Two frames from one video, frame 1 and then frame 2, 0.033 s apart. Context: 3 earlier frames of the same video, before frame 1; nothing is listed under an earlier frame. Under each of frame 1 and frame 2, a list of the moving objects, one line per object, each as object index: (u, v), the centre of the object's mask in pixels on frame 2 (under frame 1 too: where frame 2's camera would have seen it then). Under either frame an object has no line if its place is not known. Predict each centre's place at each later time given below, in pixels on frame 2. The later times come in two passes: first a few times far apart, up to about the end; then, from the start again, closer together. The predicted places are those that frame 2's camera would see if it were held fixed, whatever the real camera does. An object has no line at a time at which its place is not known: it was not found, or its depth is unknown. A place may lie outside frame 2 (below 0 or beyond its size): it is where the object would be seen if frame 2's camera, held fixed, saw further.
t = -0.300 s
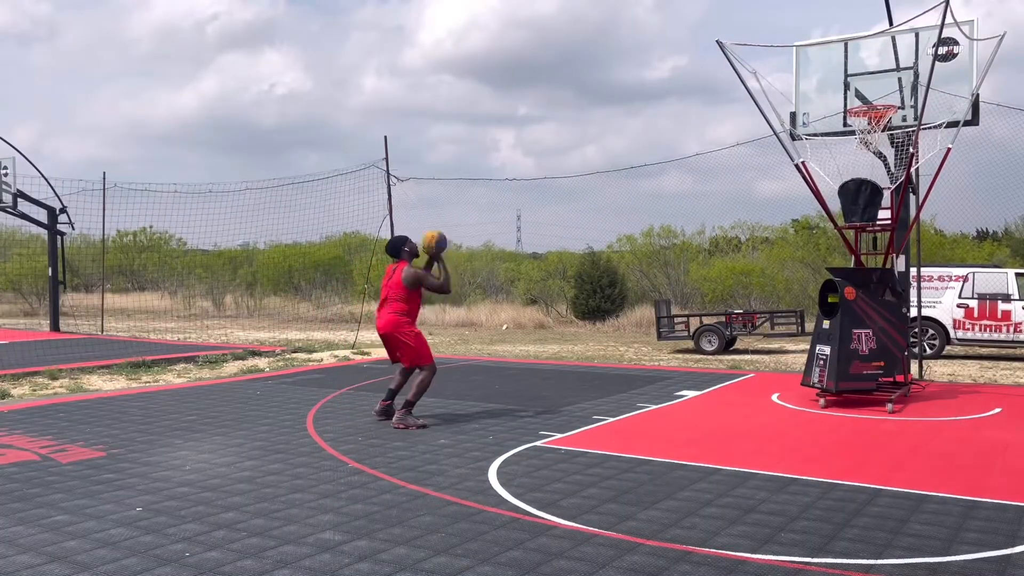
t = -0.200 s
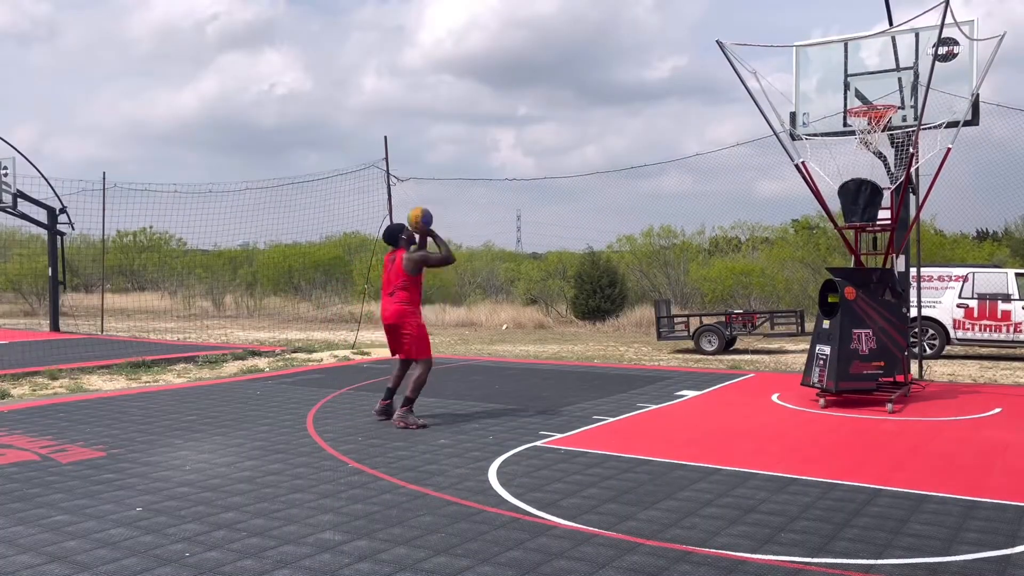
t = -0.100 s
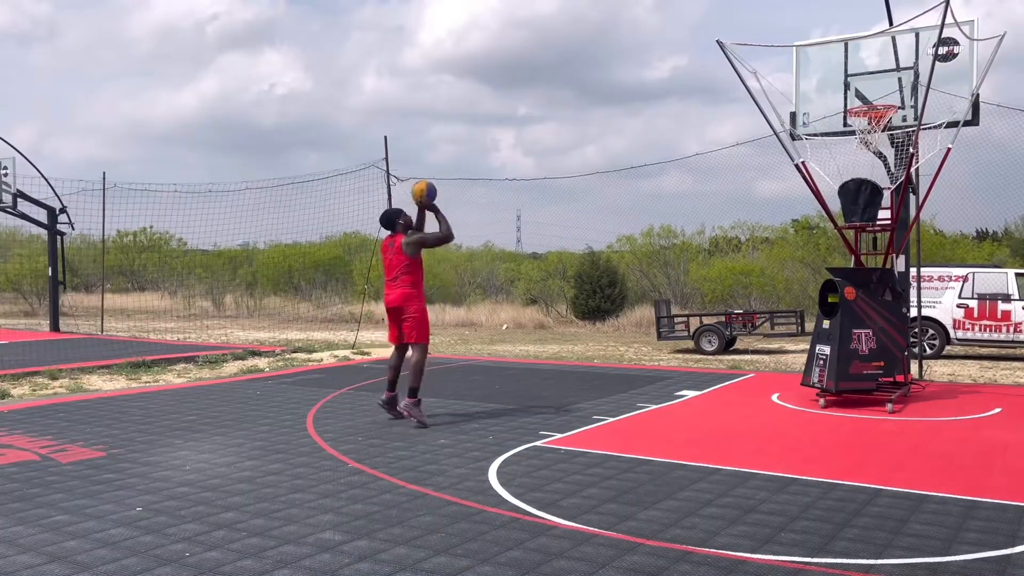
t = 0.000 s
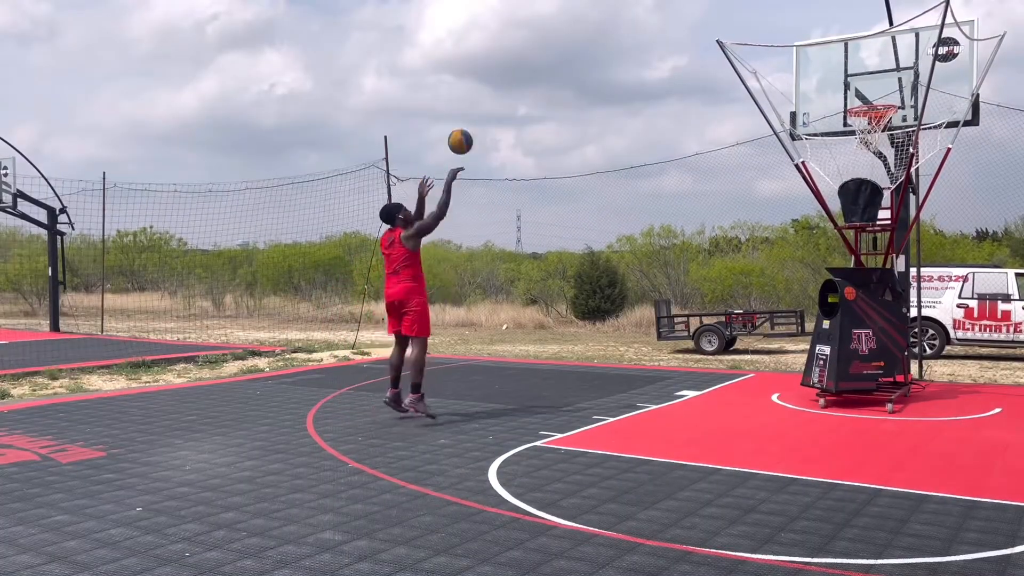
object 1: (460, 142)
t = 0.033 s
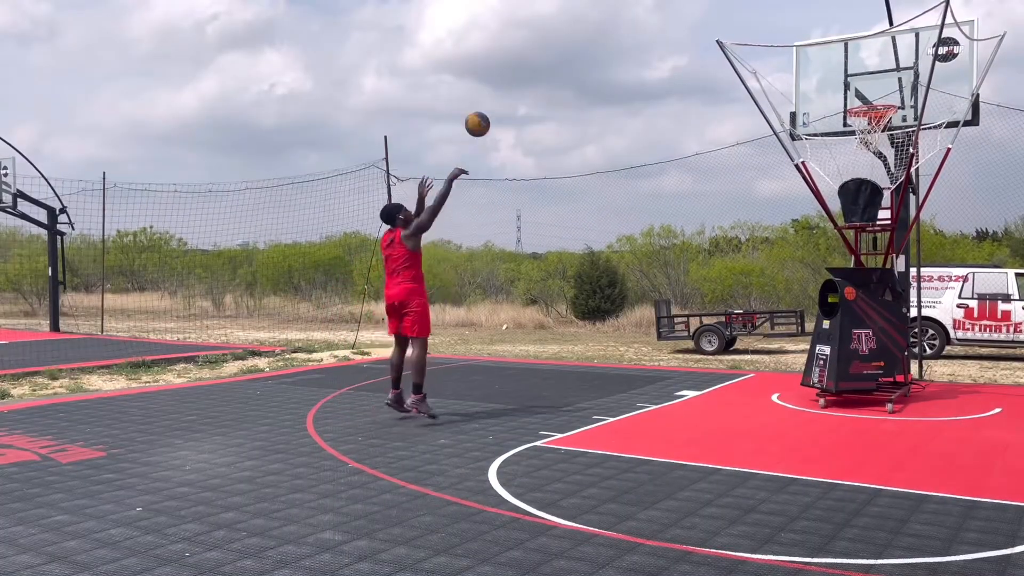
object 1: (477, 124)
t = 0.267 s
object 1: (593, 38)
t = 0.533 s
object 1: (712, 11)
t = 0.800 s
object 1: (819, 53)
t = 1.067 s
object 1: (869, 104)
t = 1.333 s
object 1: (890, 111)
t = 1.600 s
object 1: (866, 152)
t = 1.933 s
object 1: (844, 176)
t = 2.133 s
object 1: (841, 180)
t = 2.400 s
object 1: (860, 172)
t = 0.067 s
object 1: (494, 108)
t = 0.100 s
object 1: (511, 93)
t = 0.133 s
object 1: (528, 79)
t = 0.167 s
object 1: (545, 67)
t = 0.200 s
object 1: (561, 56)
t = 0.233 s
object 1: (577, 46)
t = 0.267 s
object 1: (593, 38)
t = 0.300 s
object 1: (609, 30)
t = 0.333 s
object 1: (624, 24)
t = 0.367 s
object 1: (639, 19)
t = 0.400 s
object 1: (654, 15)
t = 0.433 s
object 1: (669, 12)
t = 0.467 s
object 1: (684, 11)
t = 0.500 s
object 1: (698, 10)
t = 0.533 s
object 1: (712, 11)
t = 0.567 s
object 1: (726, 12)
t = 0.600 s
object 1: (740, 15)
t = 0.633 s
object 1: (754, 19)
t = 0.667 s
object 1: (767, 23)
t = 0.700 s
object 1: (780, 29)
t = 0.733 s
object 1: (793, 35)
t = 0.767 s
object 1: (806, 44)
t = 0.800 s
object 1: (819, 53)
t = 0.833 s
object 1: (832, 62)
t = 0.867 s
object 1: (844, 73)
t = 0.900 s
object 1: (856, 84)
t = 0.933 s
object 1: (869, 95)
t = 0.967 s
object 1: (878, 101)
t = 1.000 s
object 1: (874, 101)
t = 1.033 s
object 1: (870, 102)
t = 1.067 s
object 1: (869, 104)
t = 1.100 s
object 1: (870, 110)
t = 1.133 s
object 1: (878, 113)
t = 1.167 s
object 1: (887, 116)
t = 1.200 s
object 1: (892, 116)
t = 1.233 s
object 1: (894, 114)
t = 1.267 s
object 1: (892, 112)
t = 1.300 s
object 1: (889, 111)
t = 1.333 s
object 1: (890, 111)
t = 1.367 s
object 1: (889, 110)
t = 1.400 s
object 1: (889, 112)
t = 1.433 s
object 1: (885, 115)
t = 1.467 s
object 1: (882, 129)
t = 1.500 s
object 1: (883, 125)
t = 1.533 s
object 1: (875, 123)
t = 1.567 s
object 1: (872, 139)
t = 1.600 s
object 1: (866, 152)
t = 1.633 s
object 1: (863, 155)
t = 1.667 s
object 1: (861, 161)
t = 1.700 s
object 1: (857, 168)
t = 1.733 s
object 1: (854, 173)
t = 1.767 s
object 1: (851, 176)
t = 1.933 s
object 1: (844, 176)
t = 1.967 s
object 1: (844, 175)
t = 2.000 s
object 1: (844, 175)
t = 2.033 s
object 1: (843, 175)
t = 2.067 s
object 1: (841, 176)
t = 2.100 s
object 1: (840, 178)
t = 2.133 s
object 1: (841, 180)
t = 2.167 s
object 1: (842, 180)
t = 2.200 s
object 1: (844, 180)
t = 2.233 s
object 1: (846, 178)
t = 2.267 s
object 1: (848, 176)
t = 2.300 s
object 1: (851, 174)
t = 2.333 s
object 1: (854, 172)
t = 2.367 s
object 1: (857, 172)
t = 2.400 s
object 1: (860, 172)
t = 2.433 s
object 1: (864, 173)
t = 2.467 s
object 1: (867, 175)
